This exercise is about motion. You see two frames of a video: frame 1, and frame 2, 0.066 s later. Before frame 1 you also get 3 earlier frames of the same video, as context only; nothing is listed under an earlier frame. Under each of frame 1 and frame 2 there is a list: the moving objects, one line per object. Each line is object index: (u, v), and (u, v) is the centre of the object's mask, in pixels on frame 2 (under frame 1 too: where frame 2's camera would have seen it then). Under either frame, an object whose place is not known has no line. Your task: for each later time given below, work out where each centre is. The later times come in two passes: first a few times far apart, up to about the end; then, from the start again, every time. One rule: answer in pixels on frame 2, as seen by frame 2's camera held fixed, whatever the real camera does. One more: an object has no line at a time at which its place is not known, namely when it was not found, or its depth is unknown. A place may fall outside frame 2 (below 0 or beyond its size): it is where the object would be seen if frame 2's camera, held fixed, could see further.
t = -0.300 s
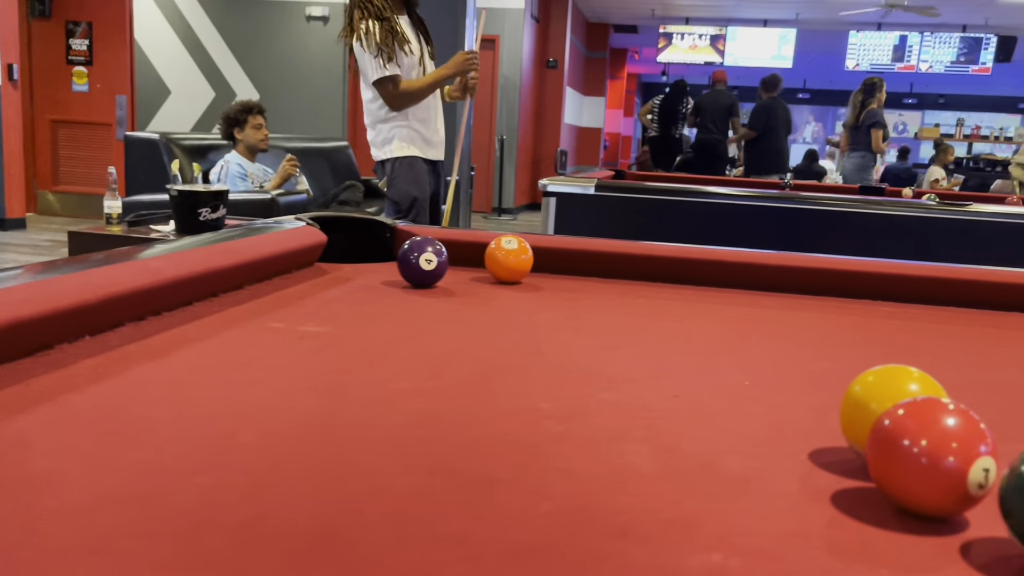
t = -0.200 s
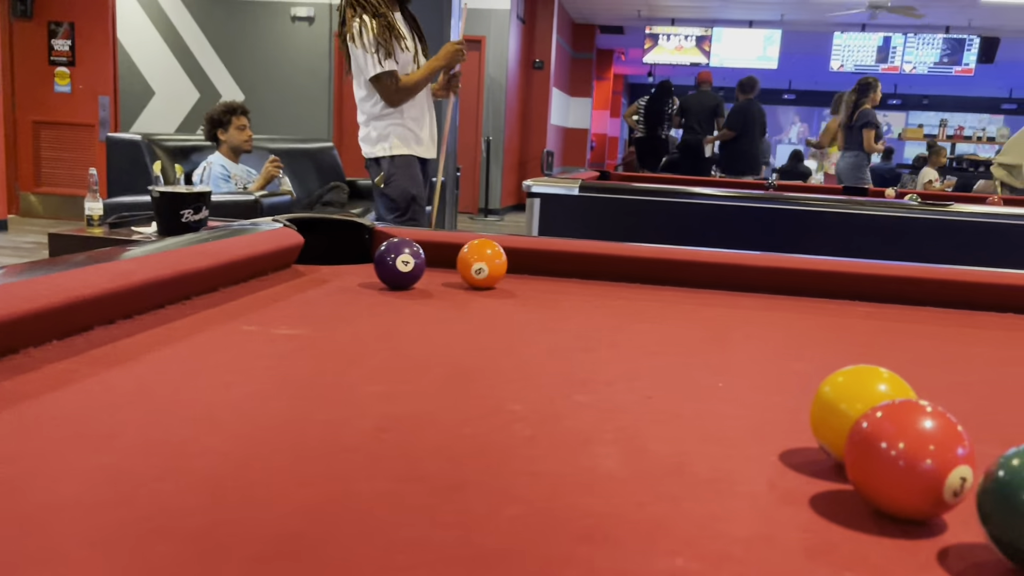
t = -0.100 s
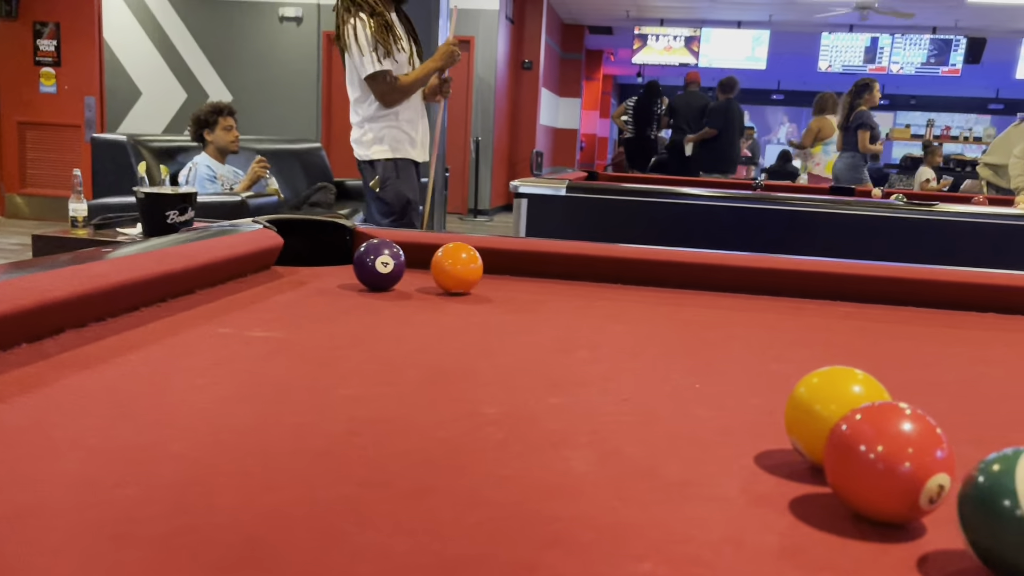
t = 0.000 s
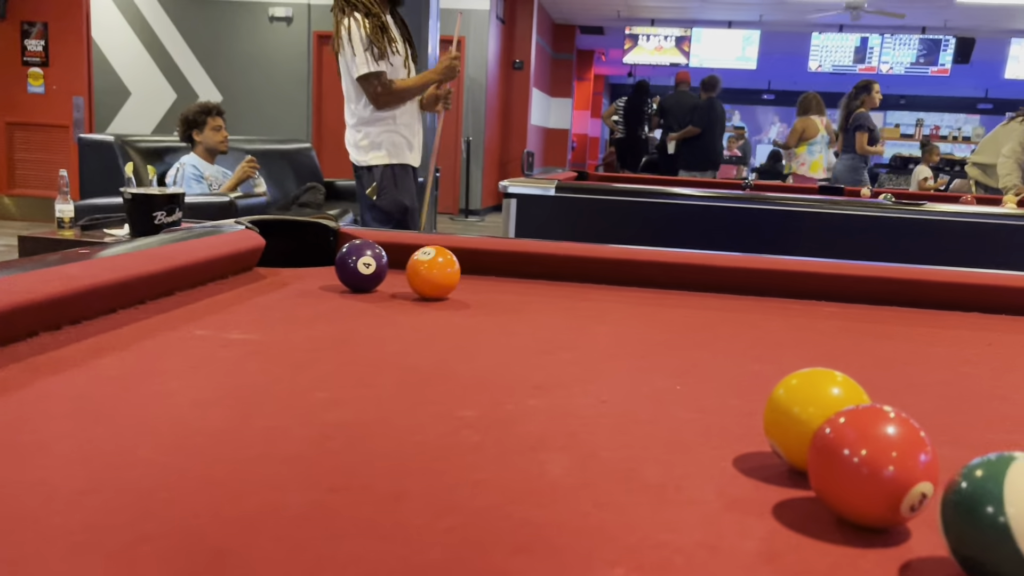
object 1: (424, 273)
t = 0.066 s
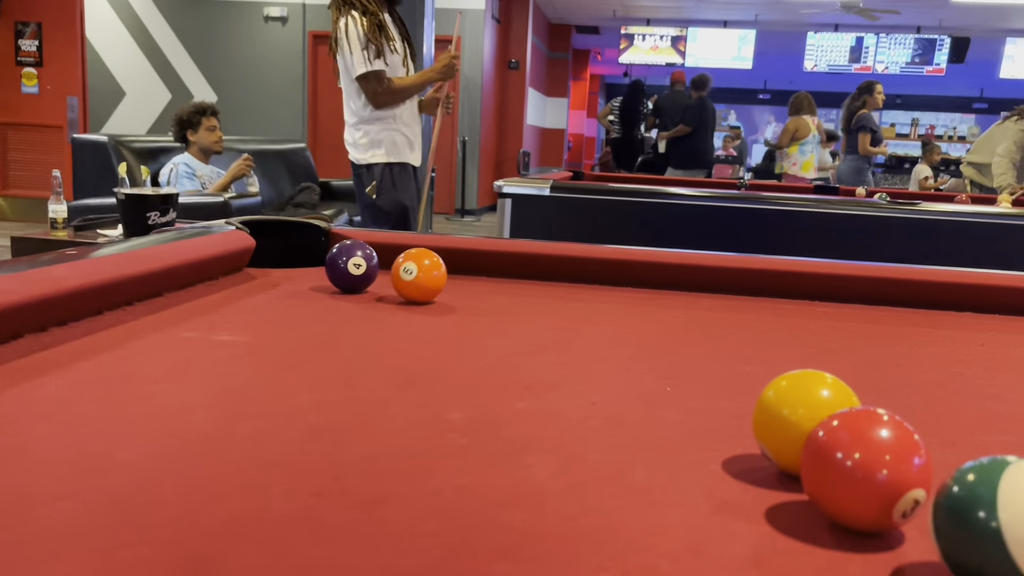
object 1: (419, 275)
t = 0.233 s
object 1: (406, 282)
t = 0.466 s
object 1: (389, 290)
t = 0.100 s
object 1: (416, 277)
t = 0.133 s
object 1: (414, 278)
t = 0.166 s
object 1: (411, 279)
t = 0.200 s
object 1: (409, 281)
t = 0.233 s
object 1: (406, 282)
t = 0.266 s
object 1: (404, 283)
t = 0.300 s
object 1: (401, 284)
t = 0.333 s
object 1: (399, 286)
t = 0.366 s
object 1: (397, 287)
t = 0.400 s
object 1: (394, 288)
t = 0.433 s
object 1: (391, 289)
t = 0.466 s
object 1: (389, 290)
